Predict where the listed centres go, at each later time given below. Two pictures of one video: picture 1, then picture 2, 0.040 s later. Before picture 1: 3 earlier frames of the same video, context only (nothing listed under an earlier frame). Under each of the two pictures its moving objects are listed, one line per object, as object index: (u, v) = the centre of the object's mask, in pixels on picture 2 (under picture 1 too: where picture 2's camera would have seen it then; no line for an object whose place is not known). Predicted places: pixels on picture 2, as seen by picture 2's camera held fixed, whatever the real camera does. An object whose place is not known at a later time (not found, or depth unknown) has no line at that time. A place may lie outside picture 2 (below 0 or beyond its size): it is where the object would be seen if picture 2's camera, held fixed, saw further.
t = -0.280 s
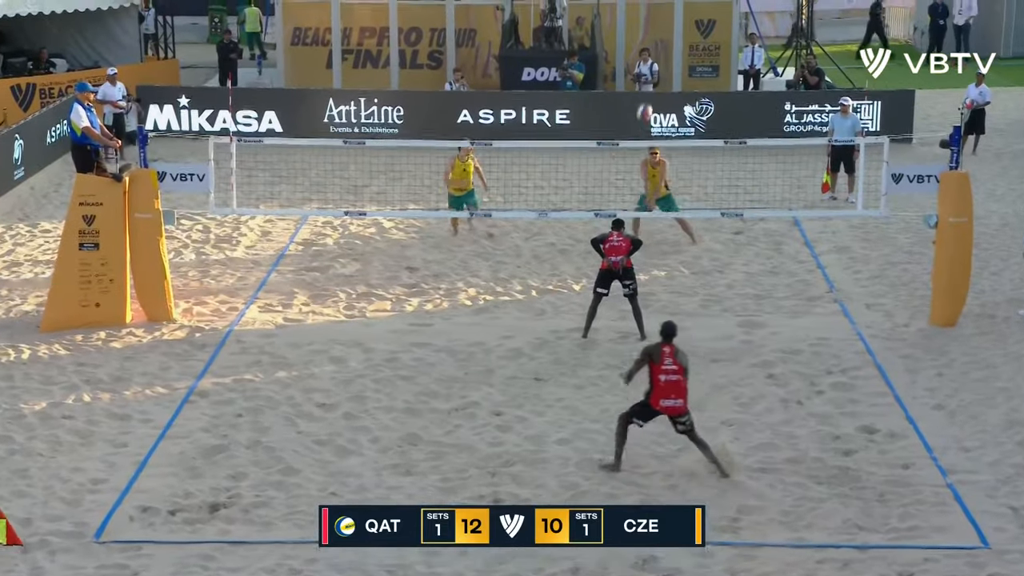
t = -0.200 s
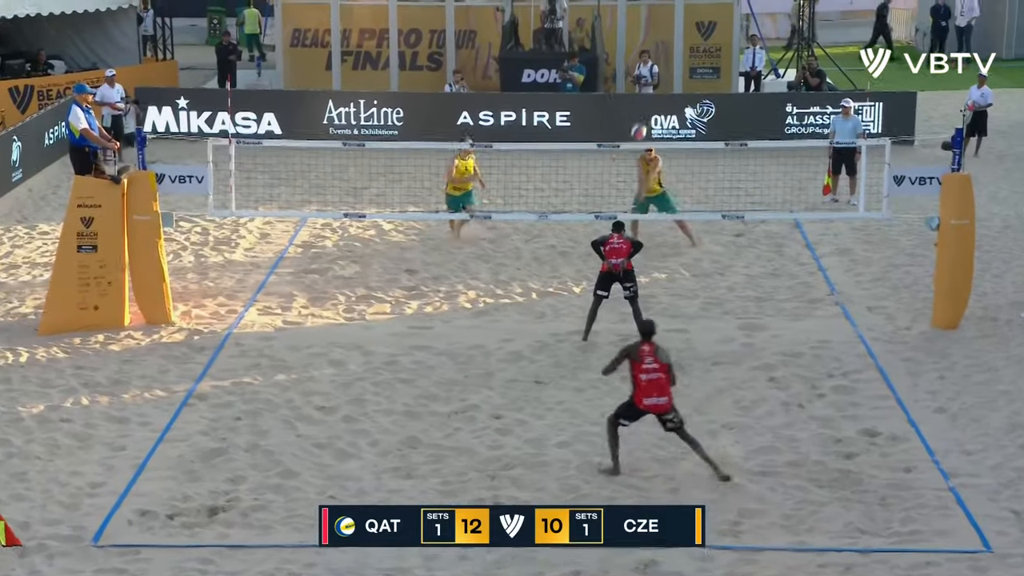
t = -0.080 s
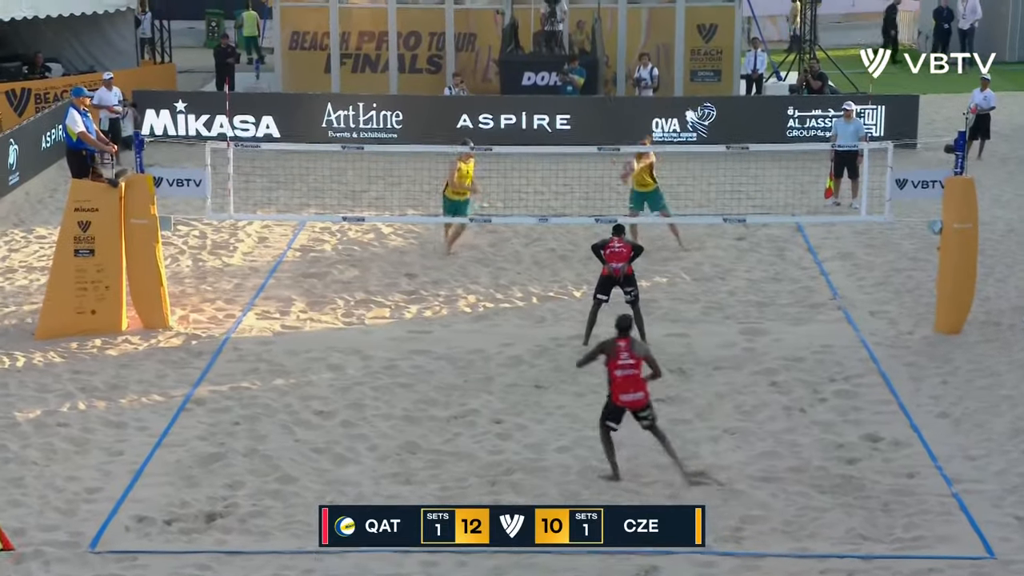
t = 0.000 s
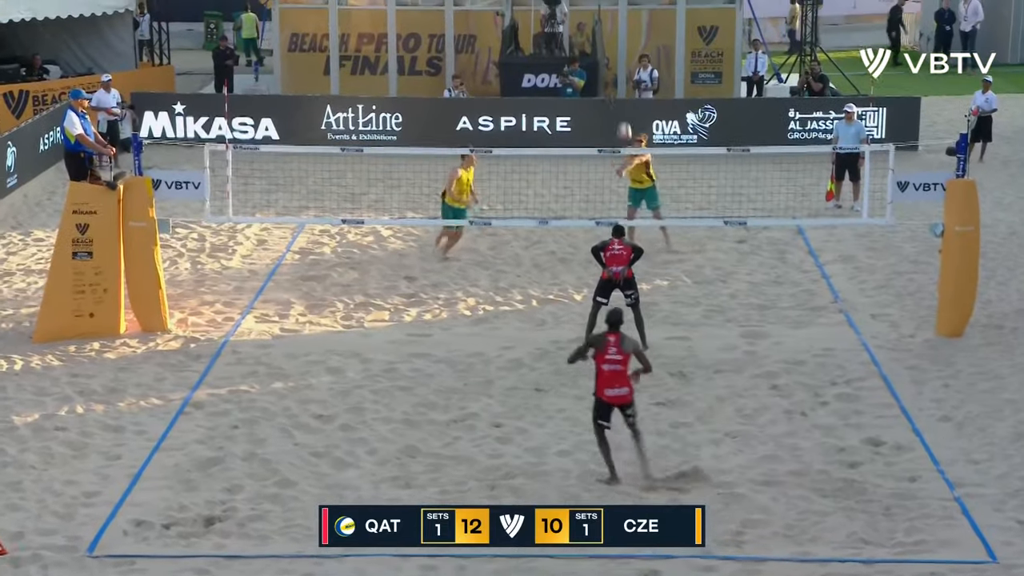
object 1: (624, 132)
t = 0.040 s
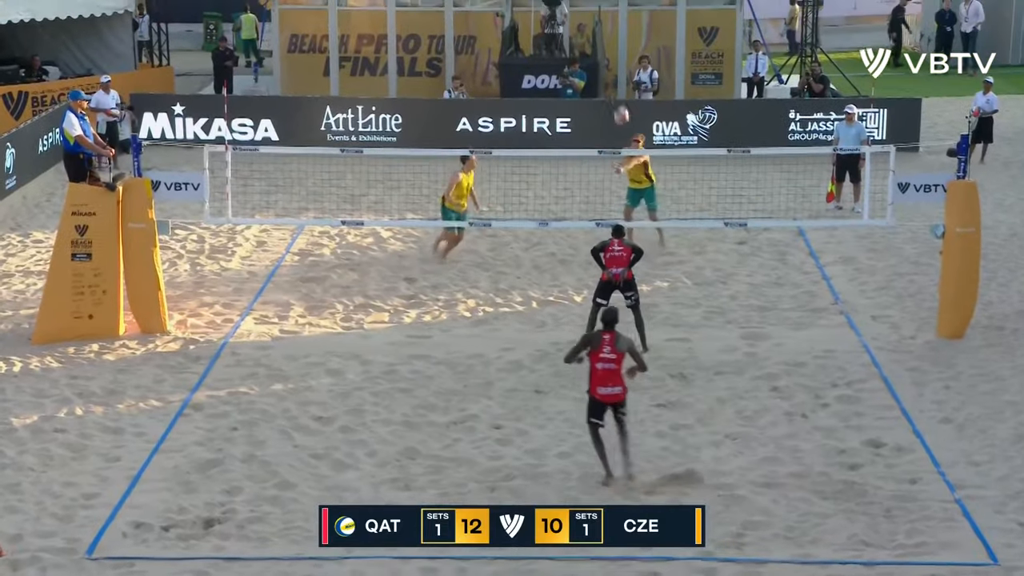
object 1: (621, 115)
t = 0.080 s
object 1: (618, 100)
